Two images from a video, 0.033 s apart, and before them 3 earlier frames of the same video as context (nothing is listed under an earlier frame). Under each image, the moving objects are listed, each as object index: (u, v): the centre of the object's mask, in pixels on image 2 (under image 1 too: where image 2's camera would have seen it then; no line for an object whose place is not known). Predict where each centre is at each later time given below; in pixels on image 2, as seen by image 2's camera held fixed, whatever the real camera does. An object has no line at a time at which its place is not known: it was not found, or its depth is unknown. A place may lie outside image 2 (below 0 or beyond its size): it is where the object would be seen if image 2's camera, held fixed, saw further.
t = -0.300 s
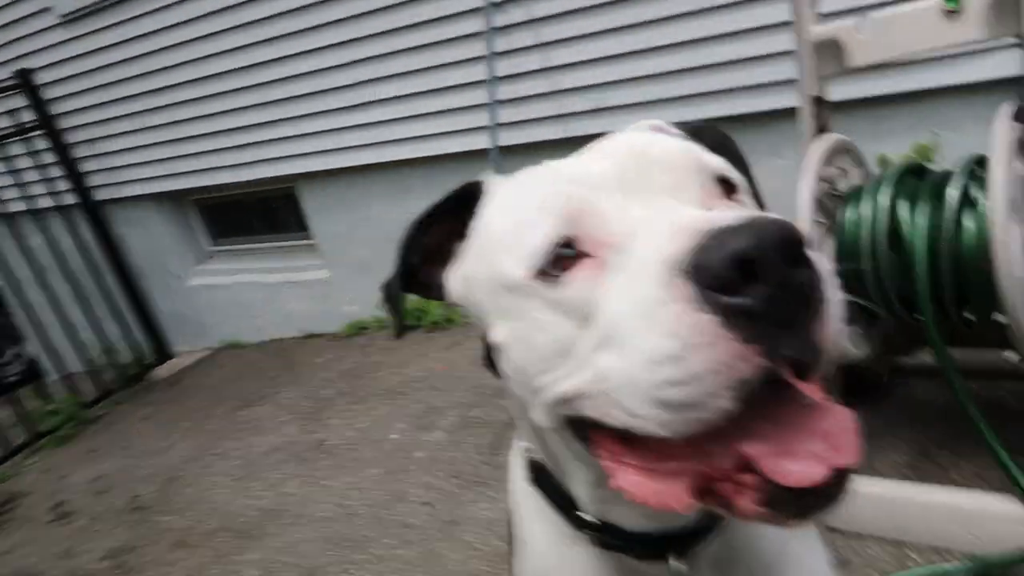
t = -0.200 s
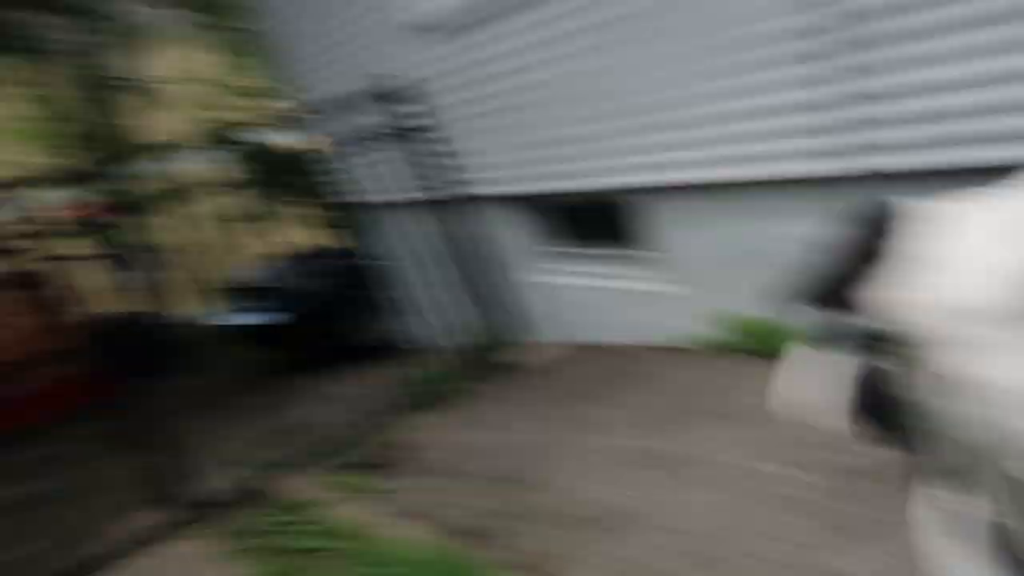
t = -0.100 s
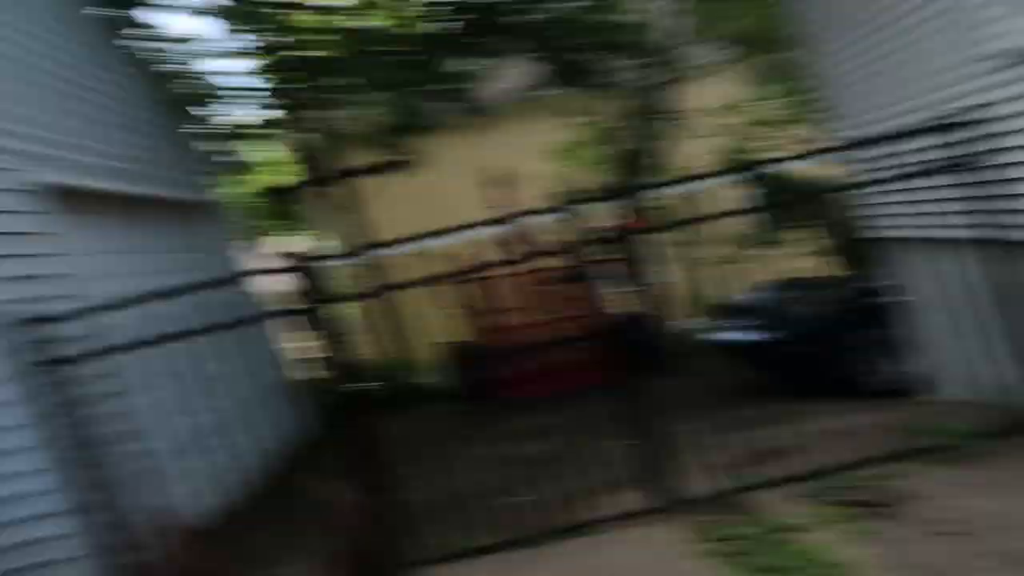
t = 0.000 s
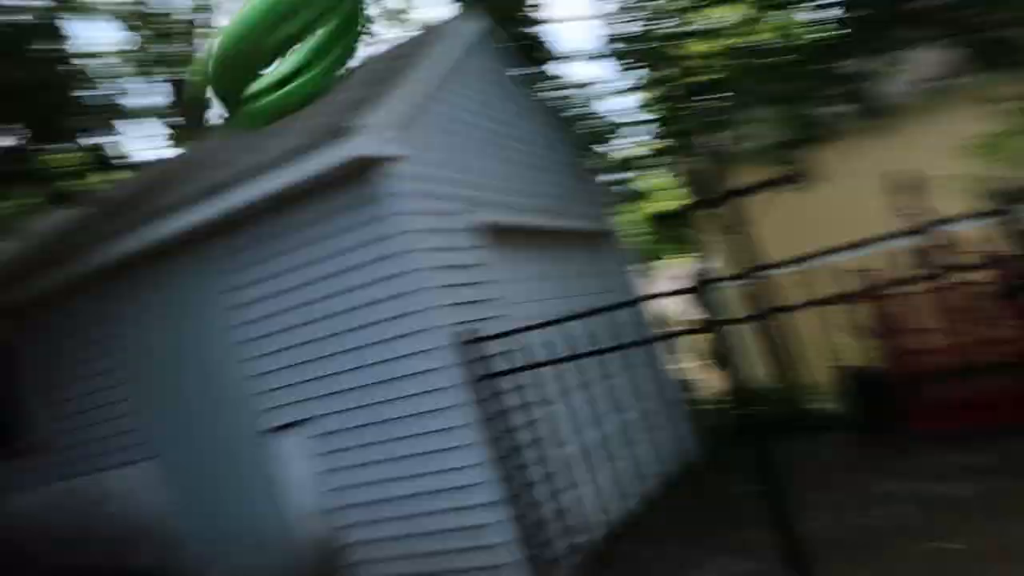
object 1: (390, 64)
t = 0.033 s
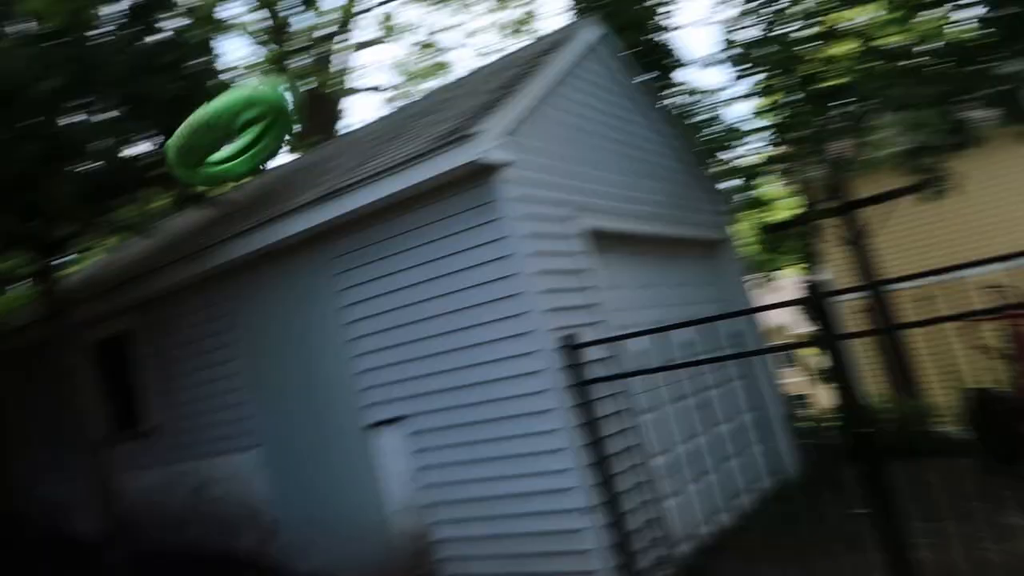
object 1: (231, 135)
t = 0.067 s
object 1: (140, 184)
